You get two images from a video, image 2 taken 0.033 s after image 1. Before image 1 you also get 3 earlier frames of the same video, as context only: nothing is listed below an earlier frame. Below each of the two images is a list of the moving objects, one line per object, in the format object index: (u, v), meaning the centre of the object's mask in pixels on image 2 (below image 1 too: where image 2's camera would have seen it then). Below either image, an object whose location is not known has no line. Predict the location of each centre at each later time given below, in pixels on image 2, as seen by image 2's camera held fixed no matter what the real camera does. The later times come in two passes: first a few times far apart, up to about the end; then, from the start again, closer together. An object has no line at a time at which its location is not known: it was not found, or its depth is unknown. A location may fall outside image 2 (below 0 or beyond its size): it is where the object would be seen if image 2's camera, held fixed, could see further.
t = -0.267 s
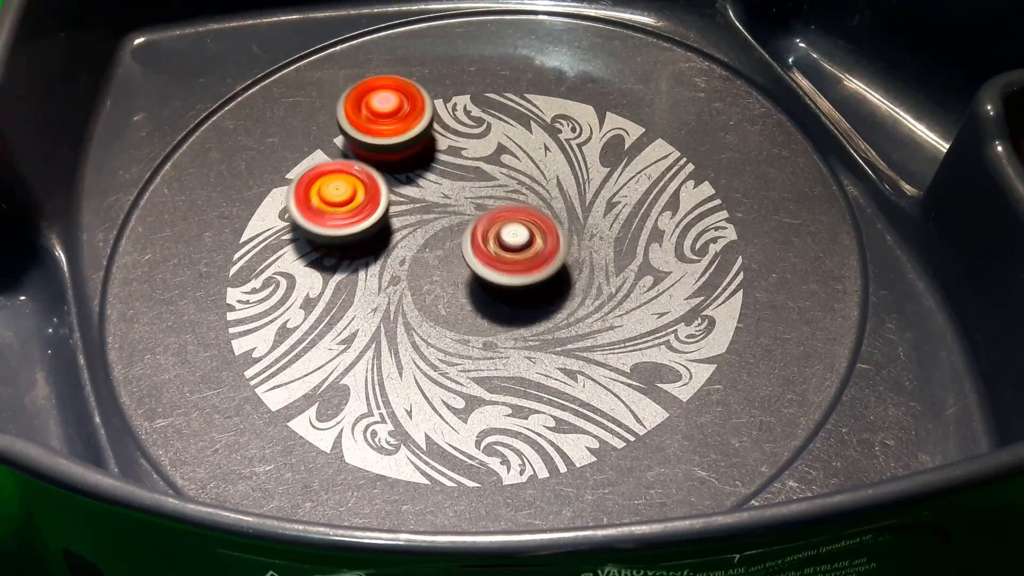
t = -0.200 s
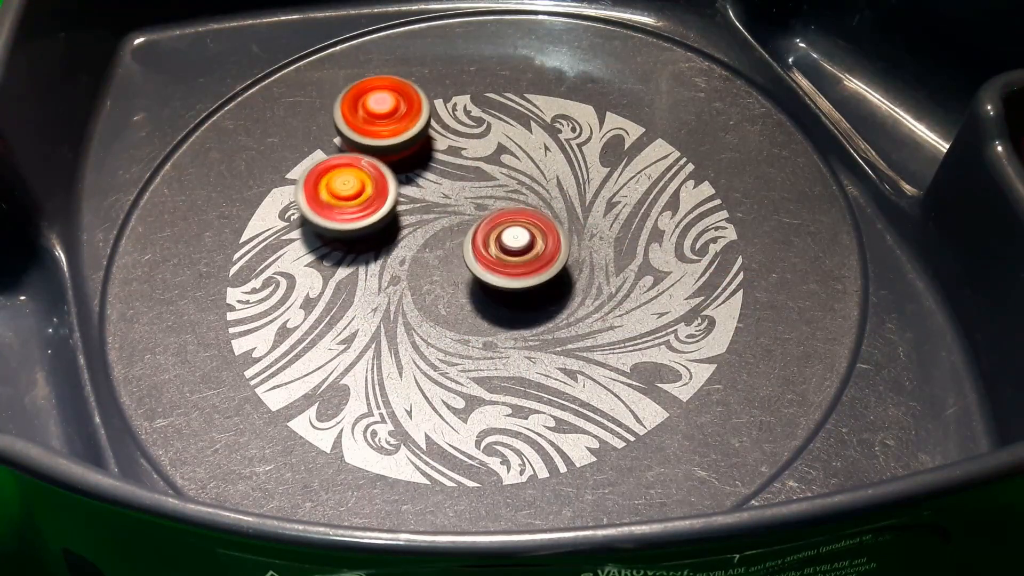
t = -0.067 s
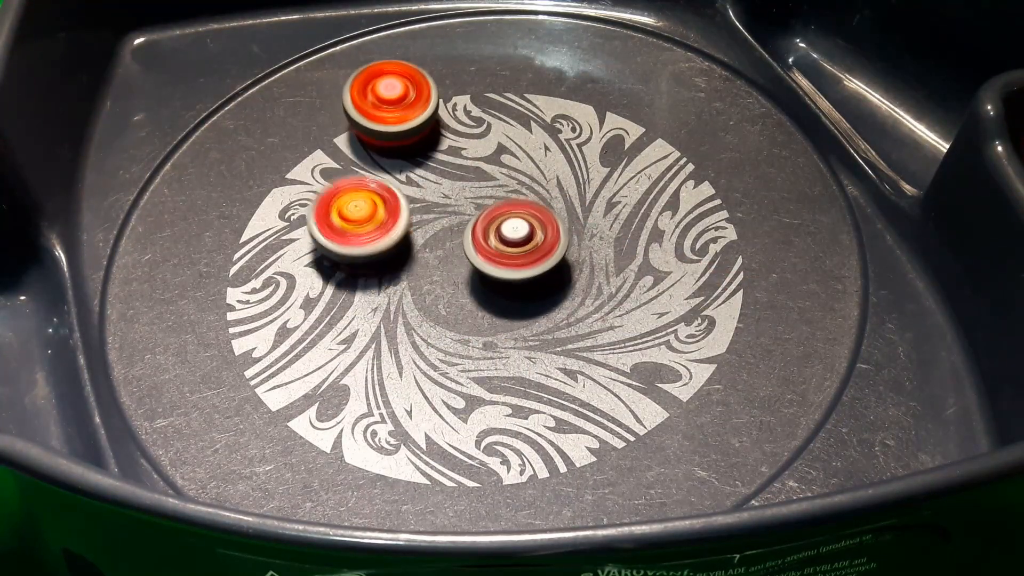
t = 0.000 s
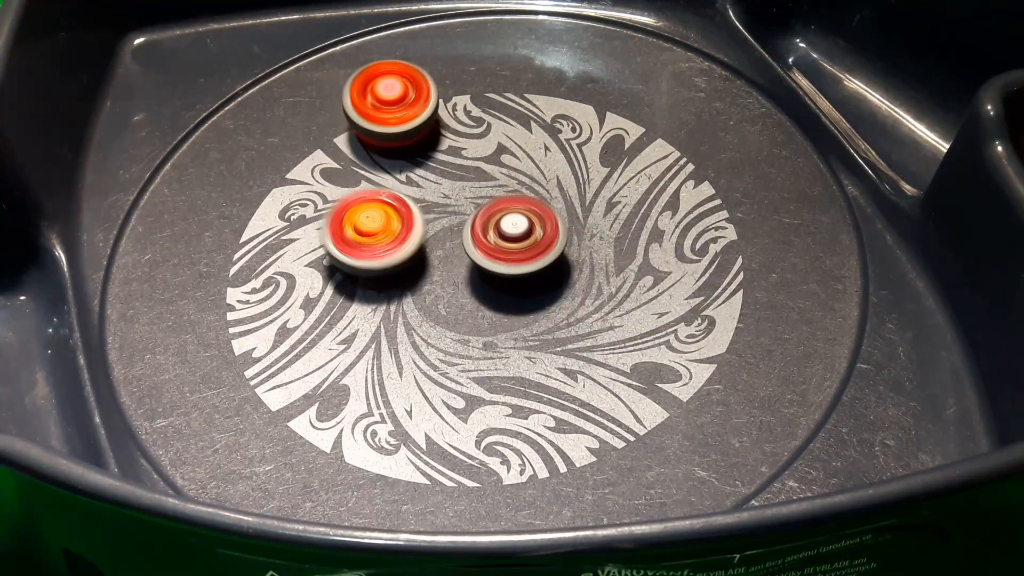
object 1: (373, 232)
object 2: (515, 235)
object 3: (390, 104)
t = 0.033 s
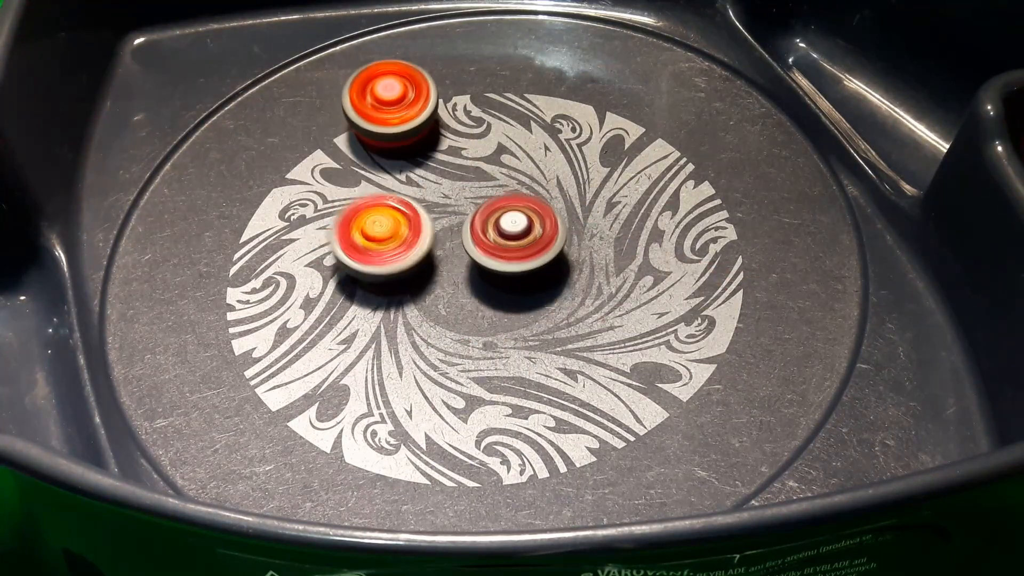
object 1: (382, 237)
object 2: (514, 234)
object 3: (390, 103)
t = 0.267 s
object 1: (329, 273)
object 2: (642, 202)
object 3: (393, 113)
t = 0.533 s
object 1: (345, 332)
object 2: (700, 179)
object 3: (395, 136)
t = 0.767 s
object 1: (421, 344)
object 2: (724, 183)
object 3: (389, 168)
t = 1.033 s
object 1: (510, 311)
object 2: (704, 214)
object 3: (367, 212)
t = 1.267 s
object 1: (525, 266)
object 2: (688, 236)
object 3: (337, 246)
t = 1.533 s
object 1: (463, 235)
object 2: (673, 243)
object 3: (305, 268)
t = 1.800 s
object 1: (415, 230)
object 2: (607, 250)
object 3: (282, 275)
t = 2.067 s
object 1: (405, 255)
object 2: (531, 247)
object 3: (278, 273)
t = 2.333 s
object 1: (401, 270)
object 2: (629, 224)
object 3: (247, 271)
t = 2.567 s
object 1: (449, 260)
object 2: (640, 196)
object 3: (264, 270)
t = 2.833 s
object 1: (494, 229)
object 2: (620, 179)
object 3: (297, 278)
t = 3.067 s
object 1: (485, 207)
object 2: (595, 180)
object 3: (334, 294)
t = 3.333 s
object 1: (455, 228)
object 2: (558, 194)
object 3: (378, 326)
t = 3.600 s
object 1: (415, 238)
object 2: (563, 199)
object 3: (386, 417)
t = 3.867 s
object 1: (376, 230)
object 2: (554, 214)
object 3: (397, 470)
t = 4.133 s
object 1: (393, 246)
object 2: (531, 238)
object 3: (397, 475)
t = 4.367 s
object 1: (379, 248)
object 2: (561, 262)
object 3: (397, 458)
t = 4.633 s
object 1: (383, 263)
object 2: (569, 279)
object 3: (417, 423)
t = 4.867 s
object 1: (433, 259)
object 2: (554, 288)
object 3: (470, 368)
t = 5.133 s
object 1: (430, 229)
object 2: (652, 256)
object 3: (499, 350)
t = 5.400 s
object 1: (400, 222)
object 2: (732, 231)
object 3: (549, 339)
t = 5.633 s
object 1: (418, 236)
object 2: (764, 221)
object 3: (583, 337)
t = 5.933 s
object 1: (479, 241)
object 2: (729, 224)
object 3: (608, 344)
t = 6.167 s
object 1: (528, 236)
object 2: (664, 224)
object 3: (609, 347)
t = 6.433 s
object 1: (504, 234)
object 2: (620, 216)
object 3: (597, 341)
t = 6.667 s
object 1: (466, 252)
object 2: (581, 200)
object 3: (586, 325)
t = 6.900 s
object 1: (452, 283)
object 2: (540, 188)
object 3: (582, 302)
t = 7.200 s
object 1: (482, 299)
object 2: (492, 175)
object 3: (594, 269)
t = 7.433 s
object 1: (505, 279)
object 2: (461, 170)
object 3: (611, 252)
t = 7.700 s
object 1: (500, 245)
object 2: (433, 177)
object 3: (631, 244)
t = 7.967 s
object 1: (509, 249)
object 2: (395, 172)
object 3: (641, 248)
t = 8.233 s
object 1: (512, 253)
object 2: (380, 184)
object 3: (633, 254)
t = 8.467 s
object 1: (498, 259)
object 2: (391, 207)
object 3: (620, 255)
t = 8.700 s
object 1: (481, 307)
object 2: (355, 199)
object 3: (633, 241)
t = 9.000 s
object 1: (452, 348)
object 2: (341, 210)
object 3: (623, 222)
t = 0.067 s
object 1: (391, 242)
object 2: (513, 231)
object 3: (390, 104)
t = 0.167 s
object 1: (370, 256)
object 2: (565, 222)
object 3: (391, 107)
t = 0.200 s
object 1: (347, 261)
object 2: (601, 214)
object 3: (391, 109)
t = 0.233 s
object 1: (334, 266)
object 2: (625, 208)
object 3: (392, 111)
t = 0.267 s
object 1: (329, 273)
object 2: (642, 202)
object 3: (393, 113)
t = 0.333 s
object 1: (324, 288)
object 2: (662, 194)
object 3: (394, 117)
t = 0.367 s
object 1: (323, 297)
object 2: (670, 190)
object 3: (394, 120)
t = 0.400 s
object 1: (325, 305)
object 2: (677, 187)
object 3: (394, 122)
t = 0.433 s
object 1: (327, 312)
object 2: (682, 184)
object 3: (394, 126)
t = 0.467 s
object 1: (331, 319)
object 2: (689, 181)
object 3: (395, 129)
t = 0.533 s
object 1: (345, 332)
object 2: (700, 179)
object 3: (395, 136)
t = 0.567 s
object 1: (354, 336)
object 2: (705, 178)
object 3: (395, 139)
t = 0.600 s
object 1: (363, 340)
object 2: (710, 178)
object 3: (394, 143)
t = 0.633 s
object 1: (374, 343)
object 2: (714, 178)
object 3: (393, 148)
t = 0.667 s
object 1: (386, 345)
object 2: (717, 178)
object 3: (392, 153)
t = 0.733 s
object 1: (409, 345)
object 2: (723, 181)
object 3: (391, 162)
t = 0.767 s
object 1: (421, 344)
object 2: (724, 183)
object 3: (389, 168)
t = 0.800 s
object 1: (433, 342)
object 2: (725, 186)
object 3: (387, 173)
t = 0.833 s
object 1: (445, 340)
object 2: (725, 189)
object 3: (385, 178)
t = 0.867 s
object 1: (457, 336)
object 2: (724, 192)
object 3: (383, 184)
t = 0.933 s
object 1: (480, 328)
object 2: (719, 201)
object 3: (377, 196)
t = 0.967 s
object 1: (490, 323)
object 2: (715, 205)
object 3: (374, 201)
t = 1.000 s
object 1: (501, 317)
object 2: (710, 210)
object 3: (371, 207)
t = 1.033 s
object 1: (510, 311)
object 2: (704, 214)
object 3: (367, 212)
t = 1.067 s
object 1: (519, 304)
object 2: (698, 219)
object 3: (363, 218)
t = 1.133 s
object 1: (535, 291)
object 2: (683, 228)
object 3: (355, 228)
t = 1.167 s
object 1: (543, 283)
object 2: (675, 233)
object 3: (351, 234)
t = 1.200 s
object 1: (550, 275)
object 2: (666, 237)
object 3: (346, 238)
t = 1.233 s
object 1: (546, 269)
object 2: (667, 239)
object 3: (342, 242)
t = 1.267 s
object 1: (525, 266)
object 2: (688, 236)
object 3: (337, 246)
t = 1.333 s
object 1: (498, 259)
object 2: (698, 237)
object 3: (329, 254)
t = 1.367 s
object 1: (492, 255)
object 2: (696, 237)
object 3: (325, 257)
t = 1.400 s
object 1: (486, 250)
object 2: (694, 238)
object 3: (321, 259)
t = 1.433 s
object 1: (481, 246)
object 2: (690, 239)
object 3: (317, 262)
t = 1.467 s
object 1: (475, 242)
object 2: (686, 240)
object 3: (312, 264)
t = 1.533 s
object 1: (463, 235)
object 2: (673, 243)
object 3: (305, 268)
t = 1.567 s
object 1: (457, 233)
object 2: (666, 244)
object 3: (302, 270)
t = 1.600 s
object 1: (450, 231)
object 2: (659, 245)
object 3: (298, 271)
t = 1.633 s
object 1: (443, 229)
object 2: (651, 246)
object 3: (295, 273)
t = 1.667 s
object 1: (437, 228)
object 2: (642, 247)
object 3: (292, 274)
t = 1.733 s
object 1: (425, 228)
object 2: (625, 249)
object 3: (287, 275)
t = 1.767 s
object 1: (420, 229)
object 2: (617, 250)
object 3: (284, 275)
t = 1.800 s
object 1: (415, 230)
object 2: (607, 250)
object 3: (282, 275)
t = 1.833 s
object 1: (410, 232)
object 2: (597, 251)
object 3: (280, 276)
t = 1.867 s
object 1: (406, 235)
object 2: (588, 251)
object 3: (279, 276)
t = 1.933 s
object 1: (402, 240)
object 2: (568, 250)
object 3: (277, 275)
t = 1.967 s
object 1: (401, 244)
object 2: (559, 250)
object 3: (277, 275)
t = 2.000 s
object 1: (402, 248)
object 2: (549, 249)
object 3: (277, 274)
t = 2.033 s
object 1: (403, 252)
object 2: (540, 248)
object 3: (277, 274)
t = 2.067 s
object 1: (405, 255)
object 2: (531, 247)
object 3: (278, 273)
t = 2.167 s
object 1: (388, 261)
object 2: (572, 244)
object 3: (257, 273)
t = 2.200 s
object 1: (388, 263)
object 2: (596, 240)
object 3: (248, 273)
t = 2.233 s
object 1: (390, 266)
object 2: (612, 238)
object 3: (246, 272)
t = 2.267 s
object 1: (392, 267)
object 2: (622, 233)
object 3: (246, 272)
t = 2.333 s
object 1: (401, 270)
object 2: (629, 224)
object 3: (247, 271)
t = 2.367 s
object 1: (407, 270)
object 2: (632, 220)
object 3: (249, 271)
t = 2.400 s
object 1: (413, 270)
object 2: (634, 215)
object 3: (251, 271)
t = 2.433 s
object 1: (420, 269)
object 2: (636, 211)
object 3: (253, 271)
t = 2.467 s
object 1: (427, 267)
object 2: (638, 207)
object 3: (256, 270)
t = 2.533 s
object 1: (441, 264)
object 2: (640, 200)
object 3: (261, 271)
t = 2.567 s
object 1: (449, 260)
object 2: (640, 196)
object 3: (264, 270)
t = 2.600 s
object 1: (456, 257)
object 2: (640, 193)
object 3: (267, 271)
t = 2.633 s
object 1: (462, 254)
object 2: (639, 190)
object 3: (271, 272)
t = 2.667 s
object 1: (468, 250)
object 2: (637, 187)
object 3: (274, 272)
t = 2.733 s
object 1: (480, 241)
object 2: (632, 182)
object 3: (283, 274)
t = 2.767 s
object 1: (485, 237)
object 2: (628, 181)
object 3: (287, 275)
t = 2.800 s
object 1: (489, 233)
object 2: (624, 179)
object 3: (292, 276)
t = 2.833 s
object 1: (494, 229)
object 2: (620, 179)
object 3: (297, 278)
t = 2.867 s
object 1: (497, 224)
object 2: (615, 178)
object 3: (302, 279)
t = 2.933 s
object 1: (502, 215)
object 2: (605, 179)
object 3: (311, 283)
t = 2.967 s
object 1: (499, 212)
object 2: (603, 179)
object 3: (316, 284)
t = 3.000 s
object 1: (494, 210)
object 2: (602, 178)
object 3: (323, 289)
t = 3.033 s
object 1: (489, 208)
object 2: (598, 179)
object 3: (328, 291)
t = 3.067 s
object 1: (485, 207)
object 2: (595, 180)
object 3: (334, 294)
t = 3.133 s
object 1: (476, 208)
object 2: (585, 182)
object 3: (345, 301)
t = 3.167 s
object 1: (472, 210)
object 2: (580, 184)
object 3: (352, 306)
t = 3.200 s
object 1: (469, 212)
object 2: (575, 185)
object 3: (357, 309)
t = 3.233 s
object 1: (466, 215)
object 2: (571, 187)
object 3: (363, 313)
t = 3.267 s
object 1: (463, 219)
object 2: (565, 190)
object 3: (368, 317)
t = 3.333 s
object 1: (455, 228)
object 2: (558, 194)
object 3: (378, 326)
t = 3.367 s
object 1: (451, 234)
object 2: (554, 197)
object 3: (383, 331)
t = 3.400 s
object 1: (449, 240)
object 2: (549, 199)
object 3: (387, 336)
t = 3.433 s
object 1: (448, 245)
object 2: (544, 202)
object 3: (391, 340)
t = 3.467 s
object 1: (445, 250)
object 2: (542, 204)
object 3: (395, 345)
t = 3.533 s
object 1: (421, 255)
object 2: (561, 198)
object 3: (393, 374)
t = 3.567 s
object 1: (419, 243)
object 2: (563, 198)
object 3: (387, 402)
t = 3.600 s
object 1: (415, 238)
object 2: (563, 199)
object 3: (386, 417)
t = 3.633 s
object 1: (410, 234)
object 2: (563, 200)
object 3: (388, 429)
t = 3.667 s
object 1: (405, 232)
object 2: (562, 201)
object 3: (390, 438)
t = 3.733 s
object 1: (393, 229)
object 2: (560, 204)
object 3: (394, 453)
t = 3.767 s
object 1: (388, 229)
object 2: (559, 207)
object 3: (395, 458)
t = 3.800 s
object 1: (383, 228)
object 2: (557, 209)
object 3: (396, 463)
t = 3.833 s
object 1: (379, 229)
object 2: (555, 212)
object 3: (396, 467)
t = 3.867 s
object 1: (376, 230)
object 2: (554, 214)
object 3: (397, 470)
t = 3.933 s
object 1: (373, 233)
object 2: (549, 220)
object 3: (397, 473)
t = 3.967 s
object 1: (373, 236)
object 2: (546, 223)
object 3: (397, 475)
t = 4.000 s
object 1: (374, 238)
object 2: (544, 226)
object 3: (397, 475)
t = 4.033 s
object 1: (377, 240)
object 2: (541, 229)
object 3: (397, 476)
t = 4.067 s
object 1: (382, 243)
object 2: (538, 232)
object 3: (397, 476)
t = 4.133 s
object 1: (393, 246)
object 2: (531, 238)
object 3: (397, 475)
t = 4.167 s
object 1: (401, 247)
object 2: (528, 241)
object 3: (396, 474)
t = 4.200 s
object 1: (408, 248)
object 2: (524, 245)
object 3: (395, 473)
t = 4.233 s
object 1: (412, 248)
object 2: (526, 249)
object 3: (395, 470)
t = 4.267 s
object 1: (399, 246)
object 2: (542, 253)
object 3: (395, 468)
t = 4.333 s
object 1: (384, 247)
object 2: (558, 260)
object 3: (396, 462)
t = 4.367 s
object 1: (379, 248)
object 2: (561, 262)
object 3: (397, 458)
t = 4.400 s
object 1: (376, 249)
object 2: (563, 264)
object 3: (398, 454)
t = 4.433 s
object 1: (373, 251)
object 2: (565, 267)
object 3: (400, 450)
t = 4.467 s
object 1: (371, 253)
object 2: (567, 270)
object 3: (402, 446)
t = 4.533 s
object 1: (372, 257)
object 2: (569, 274)
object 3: (407, 437)
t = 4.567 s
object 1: (374, 259)
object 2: (569, 276)
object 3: (410, 432)
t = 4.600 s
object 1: (378, 262)
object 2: (569, 278)
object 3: (413, 427)
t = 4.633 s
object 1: (383, 263)
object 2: (569, 279)
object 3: (417, 423)
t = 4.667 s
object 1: (390, 264)
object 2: (568, 281)
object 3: (422, 417)
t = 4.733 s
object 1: (402, 264)
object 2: (565, 284)
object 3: (434, 402)
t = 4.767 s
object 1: (410, 264)
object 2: (563, 285)
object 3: (441, 395)
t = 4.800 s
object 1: (417, 262)
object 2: (561, 286)
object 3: (449, 386)
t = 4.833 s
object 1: (425, 261)
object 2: (558, 287)
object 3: (459, 377)
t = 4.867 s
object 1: (433, 259)
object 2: (554, 288)
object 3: (470, 368)
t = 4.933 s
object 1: (448, 254)
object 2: (566, 273)
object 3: (469, 367)
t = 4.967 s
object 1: (456, 252)
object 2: (572, 263)
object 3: (470, 364)
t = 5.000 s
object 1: (463, 250)
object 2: (575, 257)
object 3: (475, 361)
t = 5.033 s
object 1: (469, 247)
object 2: (575, 253)
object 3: (481, 358)
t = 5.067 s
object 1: (461, 241)
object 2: (598, 253)
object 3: (486, 356)
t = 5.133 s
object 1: (430, 229)
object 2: (652, 256)
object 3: (499, 350)
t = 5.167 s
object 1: (422, 226)
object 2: (669, 254)
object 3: (506, 348)
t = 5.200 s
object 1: (418, 224)
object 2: (683, 250)
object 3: (511, 346)
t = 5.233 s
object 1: (414, 222)
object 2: (694, 246)
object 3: (518, 345)
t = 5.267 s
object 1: (410, 221)
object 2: (703, 242)
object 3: (524, 343)
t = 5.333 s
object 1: (404, 221)
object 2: (719, 236)
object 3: (537, 340)
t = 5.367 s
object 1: (402, 221)
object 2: (726, 233)
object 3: (543, 339)
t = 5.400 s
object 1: (400, 222)
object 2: (732, 231)
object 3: (549, 339)
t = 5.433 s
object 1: (400, 224)
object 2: (739, 228)
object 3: (555, 338)
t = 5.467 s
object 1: (400, 226)
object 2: (745, 227)
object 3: (560, 337)
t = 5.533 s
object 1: (404, 230)
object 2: (756, 224)
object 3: (570, 337)
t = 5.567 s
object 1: (408, 232)
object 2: (759, 223)
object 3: (575, 337)
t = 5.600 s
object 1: (412, 234)
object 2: (762, 222)
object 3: (579, 337)
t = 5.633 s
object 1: (418, 236)
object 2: (764, 221)
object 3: (583, 337)
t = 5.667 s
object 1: (423, 237)
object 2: (765, 221)
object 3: (587, 338)
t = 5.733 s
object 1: (436, 239)
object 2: (763, 221)
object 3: (594, 339)
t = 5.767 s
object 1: (443, 240)
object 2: (760, 221)
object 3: (597, 340)
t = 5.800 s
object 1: (450, 240)
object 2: (755, 222)
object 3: (600, 341)
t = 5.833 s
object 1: (457, 241)
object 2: (750, 222)
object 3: (602, 340)
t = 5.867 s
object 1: (464, 242)
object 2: (744, 223)
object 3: (604, 342)
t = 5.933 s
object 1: (479, 241)
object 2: (729, 224)
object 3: (608, 344)
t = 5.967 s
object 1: (486, 241)
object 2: (722, 225)
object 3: (609, 344)
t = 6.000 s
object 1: (494, 240)
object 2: (713, 225)
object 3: (609, 344)
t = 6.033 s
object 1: (500, 240)
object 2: (704, 225)
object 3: (610, 345)
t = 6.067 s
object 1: (508, 239)
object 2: (695, 225)
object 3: (610, 346)
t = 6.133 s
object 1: (521, 237)
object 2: (676, 224)
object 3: (609, 346)
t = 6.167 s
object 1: (528, 236)
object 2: (664, 224)
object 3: (609, 347)
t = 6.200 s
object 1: (534, 234)
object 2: (652, 223)
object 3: (608, 347)
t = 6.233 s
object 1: (533, 234)
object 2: (648, 222)
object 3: (607, 346)
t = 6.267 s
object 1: (528, 233)
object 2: (647, 222)
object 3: (605, 346)
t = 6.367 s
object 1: (519, 233)
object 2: (627, 219)
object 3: (601, 343)
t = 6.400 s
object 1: (511, 233)
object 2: (624, 218)
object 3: (599, 342)
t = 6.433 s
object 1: (504, 234)
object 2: (620, 216)
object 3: (597, 341)
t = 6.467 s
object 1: (498, 236)
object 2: (616, 213)
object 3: (595, 339)
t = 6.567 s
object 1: (481, 243)
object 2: (599, 206)
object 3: (590, 333)
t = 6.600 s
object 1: (476, 246)
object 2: (593, 205)
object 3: (589, 330)
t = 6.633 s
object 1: (471, 249)
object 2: (588, 202)
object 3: (587, 328)
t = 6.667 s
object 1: (466, 252)
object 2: (581, 200)
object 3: (586, 325)
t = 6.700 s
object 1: (462, 257)
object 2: (575, 198)
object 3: (585, 322)
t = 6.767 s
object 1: (456, 265)
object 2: (564, 194)
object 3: (583, 316)
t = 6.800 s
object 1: (454, 270)
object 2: (558, 193)
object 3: (583, 312)
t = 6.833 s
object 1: (453, 274)
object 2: (552, 191)
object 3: (582, 309)
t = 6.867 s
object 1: (452, 279)
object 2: (546, 189)
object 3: (582, 305)
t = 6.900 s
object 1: (452, 283)
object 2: (540, 188)
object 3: (582, 302)
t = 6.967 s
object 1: (455, 290)
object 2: (529, 184)
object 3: (583, 294)
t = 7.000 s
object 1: (457, 293)
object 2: (523, 183)
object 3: (584, 290)
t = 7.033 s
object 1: (460, 295)
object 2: (517, 181)
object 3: (585, 286)
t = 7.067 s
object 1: (464, 298)
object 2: (512, 180)
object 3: (587, 283)
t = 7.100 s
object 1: (468, 299)
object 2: (506, 178)
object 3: (588, 279)
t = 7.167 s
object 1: (477, 300)
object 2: (497, 176)
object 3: (592, 272)
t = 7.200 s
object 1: (482, 299)
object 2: (492, 175)
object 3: (594, 269)
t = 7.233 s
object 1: (486, 298)
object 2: (487, 174)
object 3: (596, 266)
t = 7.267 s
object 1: (491, 296)
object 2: (482, 173)
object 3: (599, 263)
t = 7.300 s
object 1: (494, 293)
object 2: (478, 172)
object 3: (601, 260)
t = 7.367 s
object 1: (501, 287)
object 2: (469, 171)
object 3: (606, 256)
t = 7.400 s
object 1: (503, 283)
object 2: (465, 170)
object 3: (609, 253)
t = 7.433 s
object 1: (505, 279)
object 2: (461, 170)
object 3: (611, 252)
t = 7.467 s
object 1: (506, 275)
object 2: (457, 171)
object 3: (614, 250)
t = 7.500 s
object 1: (507, 270)
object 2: (453, 170)
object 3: (617, 248)
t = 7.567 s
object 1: (506, 262)
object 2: (446, 172)
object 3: (622, 246)
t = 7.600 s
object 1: (505, 257)
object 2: (443, 173)
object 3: (624, 245)
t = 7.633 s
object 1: (504, 253)
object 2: (439, 174)
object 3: (627, 245)
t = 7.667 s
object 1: (502, 249)
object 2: (436, 176)
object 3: (629, 245)
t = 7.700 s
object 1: (500, 245)
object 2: (433, 177)
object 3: (631, 244)
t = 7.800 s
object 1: (503, 246)
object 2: (416, 173)
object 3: (637, 245)
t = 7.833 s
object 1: (505, 247)
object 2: (411, 172)
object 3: (638, 245)
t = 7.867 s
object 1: (506, 248)
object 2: (407, 172)
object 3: (639, 246)
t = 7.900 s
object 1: (508, 248)
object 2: (403, 171)
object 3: (640, 247)
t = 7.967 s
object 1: (509, 249)
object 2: (395, 172)
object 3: (641, 248)
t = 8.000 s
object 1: (510, 250)
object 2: (391, 172)
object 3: (641, 249)
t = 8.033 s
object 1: (511, 250)
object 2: (388, 173)
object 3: (641, 250)
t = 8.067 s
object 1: (512, 251)
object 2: (386, 174)
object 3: (640, 251)
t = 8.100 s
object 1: (512, 251)
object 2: (384, 175)
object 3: (639, 251)
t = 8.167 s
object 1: (513, 252)
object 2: (381, 179)
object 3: (637, 253)
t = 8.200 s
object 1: (512, 253)
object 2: (380, 181)
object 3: (635, 254)
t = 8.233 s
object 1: (512, 253)
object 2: (380, 184)
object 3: (633, 254)
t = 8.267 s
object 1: (512, 254)
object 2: (381, 187)
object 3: (631, 255)
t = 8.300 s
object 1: (512, 254)
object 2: (381, 190)
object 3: (628, 255)
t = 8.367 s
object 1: (511, 256)
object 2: (384, 196)
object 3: (623, 255)
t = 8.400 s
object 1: (511, 257)
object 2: (386, 200)
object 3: (621, 255)
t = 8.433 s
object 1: (504, 258)
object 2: (388, 203)
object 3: (621, 255)
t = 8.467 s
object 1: (498, 259)
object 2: (391, 207)
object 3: (620, 255)
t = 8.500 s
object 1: (492, 260)
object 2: (394, 212)
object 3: (617, 254)
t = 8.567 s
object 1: (492, 269)
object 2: (391, 214)
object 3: (612, 252)
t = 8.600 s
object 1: (502, 280)
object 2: (374, 206)
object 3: (610, 251)
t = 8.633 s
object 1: (494, 291)
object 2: (364, 200)
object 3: (621, 247)
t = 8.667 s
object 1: (486, 300)
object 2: (359, 199)
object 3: (631, 243)
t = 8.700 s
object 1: (481, 307)
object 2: (355, 199)
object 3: (633, 241)
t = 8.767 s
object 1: (475, 318)
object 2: (349, 200)
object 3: (630, 237)
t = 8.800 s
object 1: (471, 323)
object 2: (346, 201)
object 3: (629, 235)
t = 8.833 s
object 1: (467, 328)
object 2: (343, 202)
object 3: (628, 233)
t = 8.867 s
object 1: (464, 333)
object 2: (342, 203)
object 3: (627, 231)
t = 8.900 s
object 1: (461, 337)
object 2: (341, 205)
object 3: (626, 229)
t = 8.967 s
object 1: (455, 345)
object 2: (341, 208)
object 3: (623, 224)
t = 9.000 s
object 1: (452, 348)
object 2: (341, 210)
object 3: (623, 222)
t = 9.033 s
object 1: (450, 351)
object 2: (343, 211)
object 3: (622, 220)
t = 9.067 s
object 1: (449, 354)
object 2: (345, 213)
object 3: (622, 218)
